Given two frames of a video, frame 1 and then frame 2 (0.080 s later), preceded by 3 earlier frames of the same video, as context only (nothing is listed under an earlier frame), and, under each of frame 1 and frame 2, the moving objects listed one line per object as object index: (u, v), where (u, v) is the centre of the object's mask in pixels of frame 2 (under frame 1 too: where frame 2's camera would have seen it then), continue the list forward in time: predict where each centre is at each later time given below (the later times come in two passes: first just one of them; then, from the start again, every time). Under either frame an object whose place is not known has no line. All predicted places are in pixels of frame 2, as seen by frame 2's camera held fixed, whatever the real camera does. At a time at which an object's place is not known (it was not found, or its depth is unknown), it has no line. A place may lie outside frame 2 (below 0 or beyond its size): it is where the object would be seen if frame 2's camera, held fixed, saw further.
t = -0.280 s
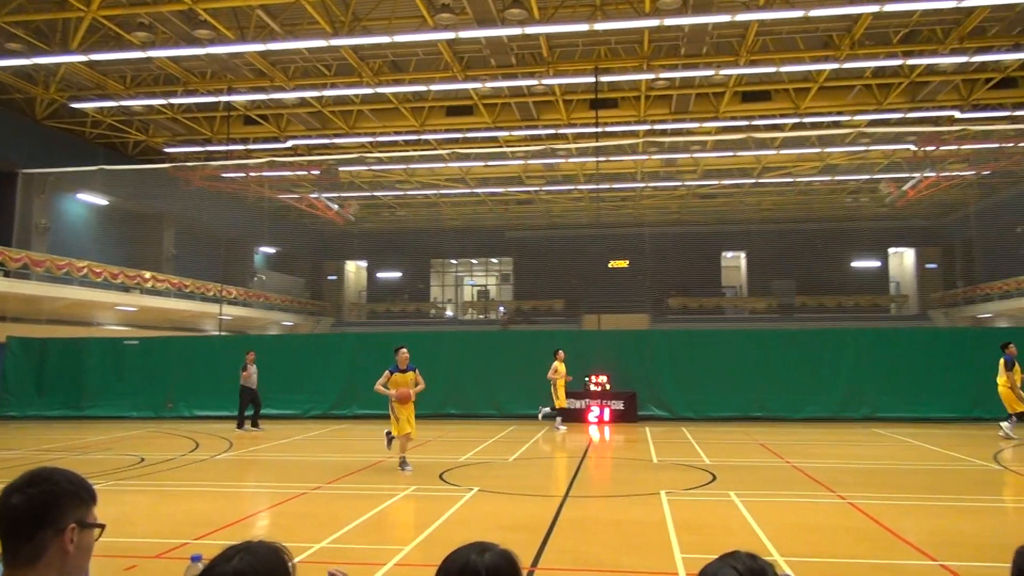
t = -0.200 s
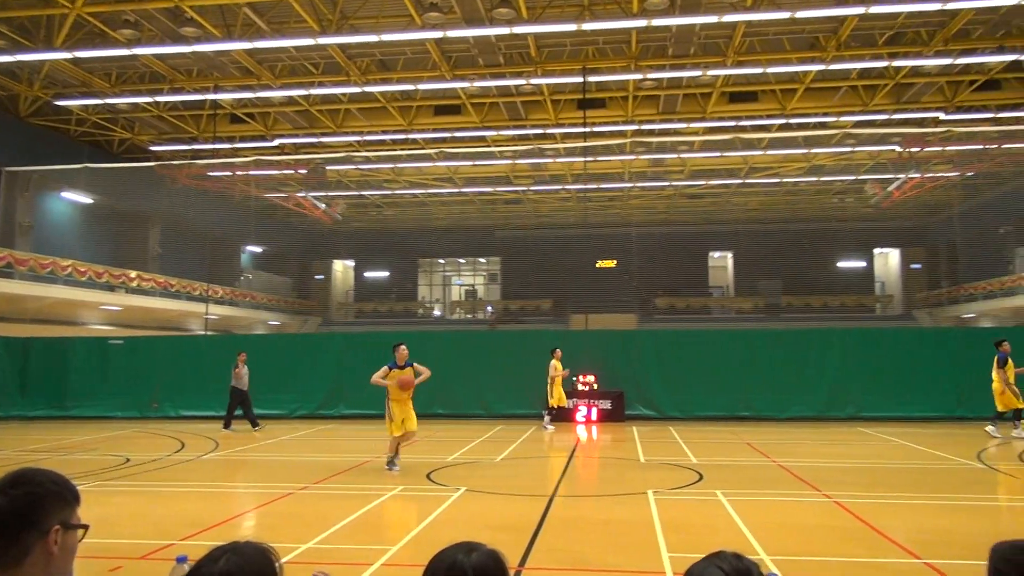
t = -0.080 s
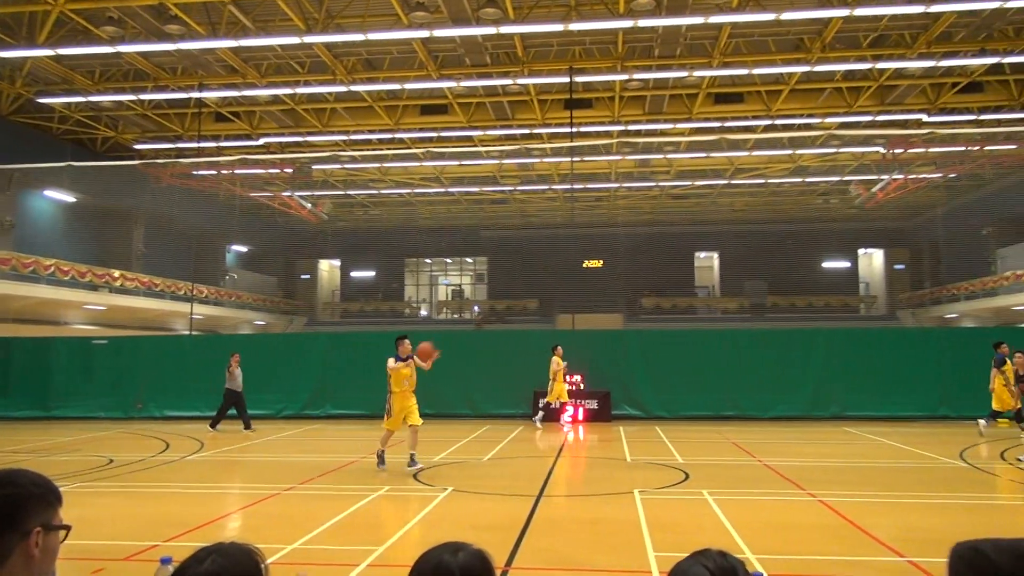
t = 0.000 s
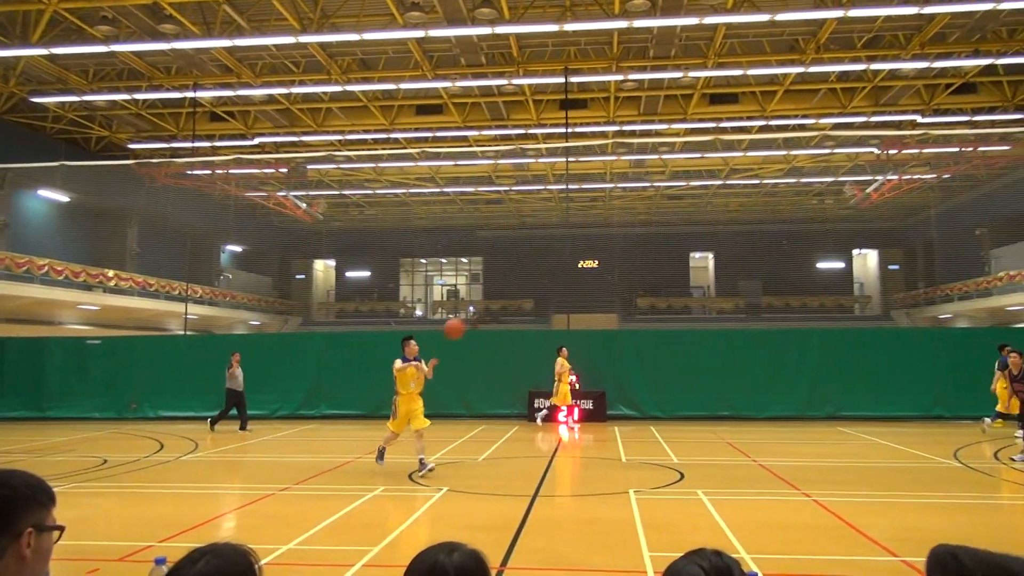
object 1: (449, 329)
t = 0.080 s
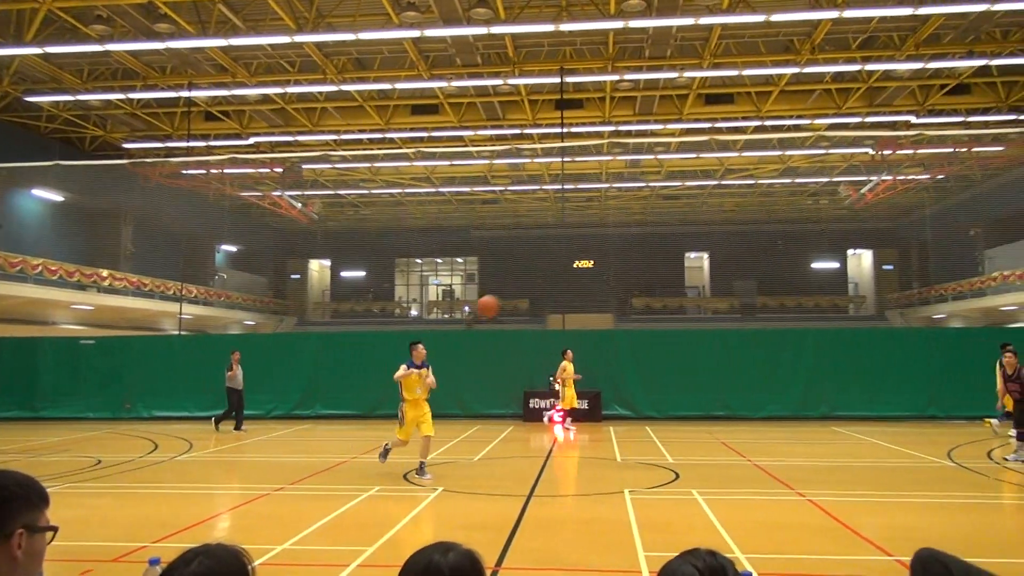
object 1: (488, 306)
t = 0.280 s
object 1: (609, 262)
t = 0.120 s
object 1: (509, 296)
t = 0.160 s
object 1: (531, 287)
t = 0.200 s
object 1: (555, 277)
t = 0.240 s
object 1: (581, 269)
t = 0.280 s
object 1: (609, 262)
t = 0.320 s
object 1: (640, 255)
